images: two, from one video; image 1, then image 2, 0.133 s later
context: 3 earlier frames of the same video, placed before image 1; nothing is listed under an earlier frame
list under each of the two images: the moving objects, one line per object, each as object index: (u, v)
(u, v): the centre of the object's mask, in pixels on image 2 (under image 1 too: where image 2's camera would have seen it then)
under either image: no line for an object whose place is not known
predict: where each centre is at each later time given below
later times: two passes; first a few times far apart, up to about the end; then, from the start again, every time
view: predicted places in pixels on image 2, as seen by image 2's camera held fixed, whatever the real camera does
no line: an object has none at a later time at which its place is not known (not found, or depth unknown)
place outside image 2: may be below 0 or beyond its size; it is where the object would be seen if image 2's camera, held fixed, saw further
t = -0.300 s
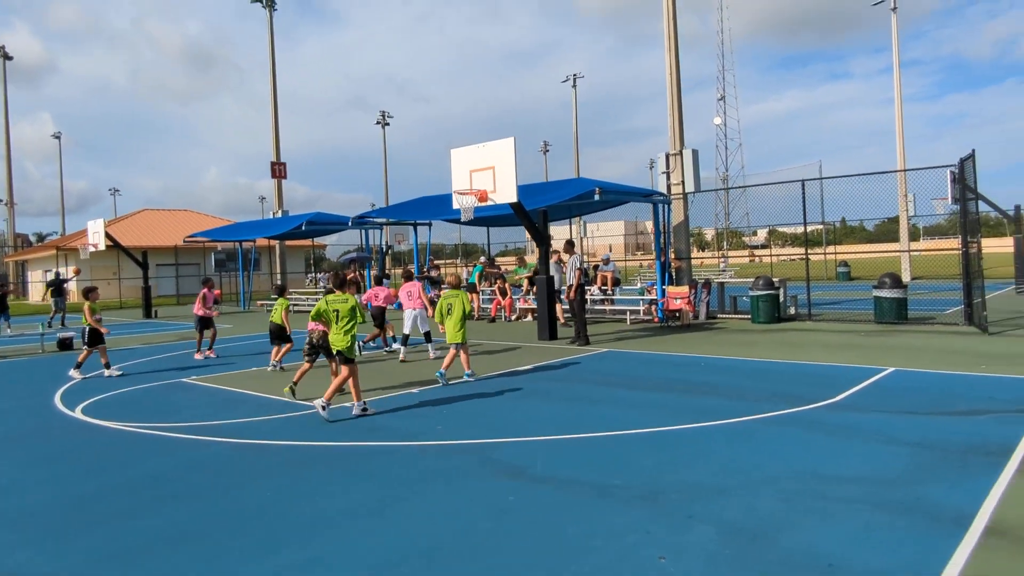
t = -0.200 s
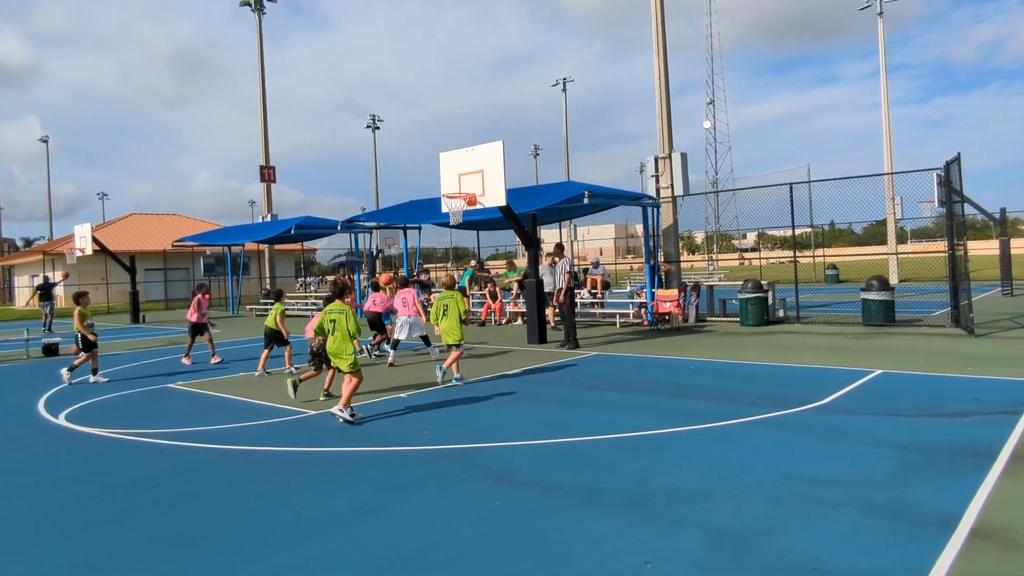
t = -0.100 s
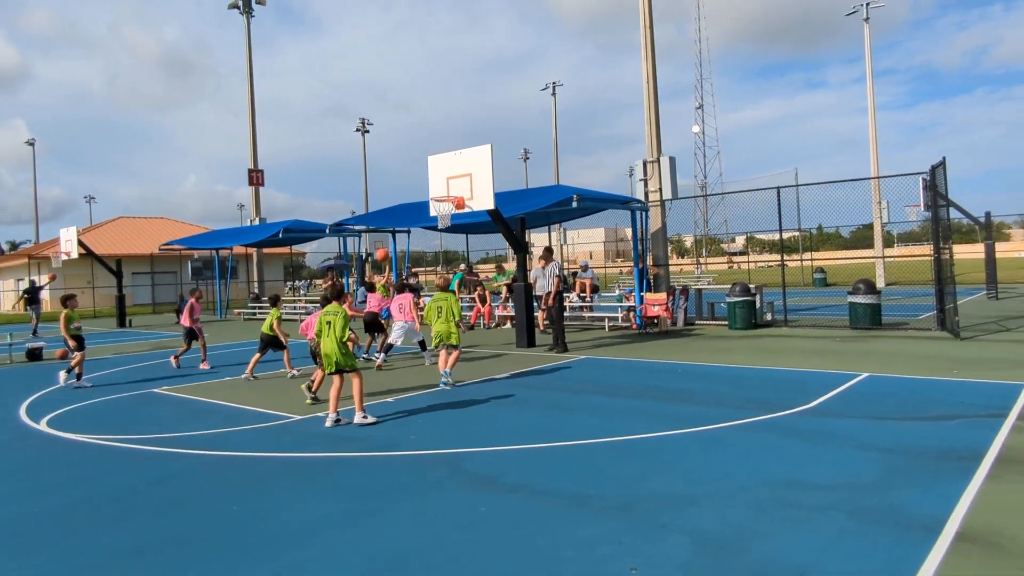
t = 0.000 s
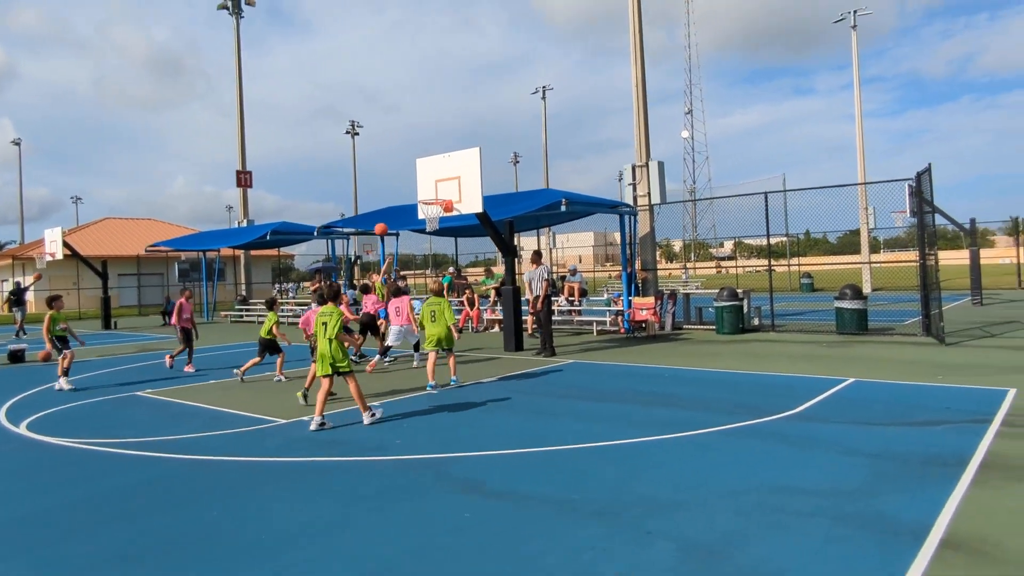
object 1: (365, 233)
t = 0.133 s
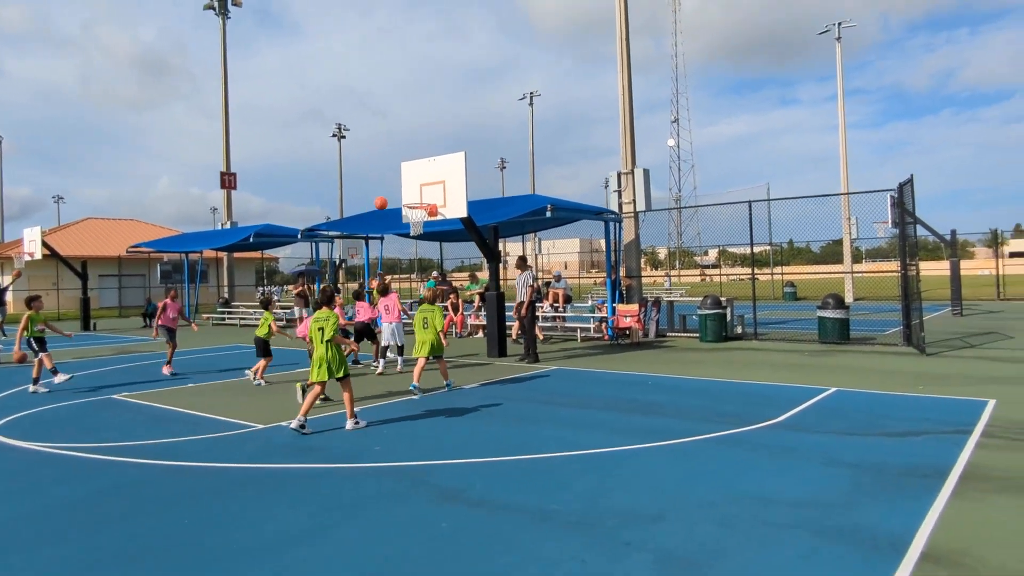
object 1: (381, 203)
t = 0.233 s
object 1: (393, 187)
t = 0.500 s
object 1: (429, 171)
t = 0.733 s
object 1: (451, 189)
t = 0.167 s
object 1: (385, 197)
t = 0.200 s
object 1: (389, 192)
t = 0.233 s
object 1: (393, 187)
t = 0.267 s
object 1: (397, 183)
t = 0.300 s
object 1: (402, 179)
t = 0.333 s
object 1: (406, 176)
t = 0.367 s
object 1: (411, 174)
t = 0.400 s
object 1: (415, 172)
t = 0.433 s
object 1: (420, 171)
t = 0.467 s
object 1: (424, 170)
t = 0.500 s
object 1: (429, 171)
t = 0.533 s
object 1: (433, 172)
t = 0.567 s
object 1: (438, 173)
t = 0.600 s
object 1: (443, 176)
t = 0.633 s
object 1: (447, 178)
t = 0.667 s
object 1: (448, 181)
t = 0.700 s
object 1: (450, 185)
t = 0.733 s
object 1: (451, 189)
